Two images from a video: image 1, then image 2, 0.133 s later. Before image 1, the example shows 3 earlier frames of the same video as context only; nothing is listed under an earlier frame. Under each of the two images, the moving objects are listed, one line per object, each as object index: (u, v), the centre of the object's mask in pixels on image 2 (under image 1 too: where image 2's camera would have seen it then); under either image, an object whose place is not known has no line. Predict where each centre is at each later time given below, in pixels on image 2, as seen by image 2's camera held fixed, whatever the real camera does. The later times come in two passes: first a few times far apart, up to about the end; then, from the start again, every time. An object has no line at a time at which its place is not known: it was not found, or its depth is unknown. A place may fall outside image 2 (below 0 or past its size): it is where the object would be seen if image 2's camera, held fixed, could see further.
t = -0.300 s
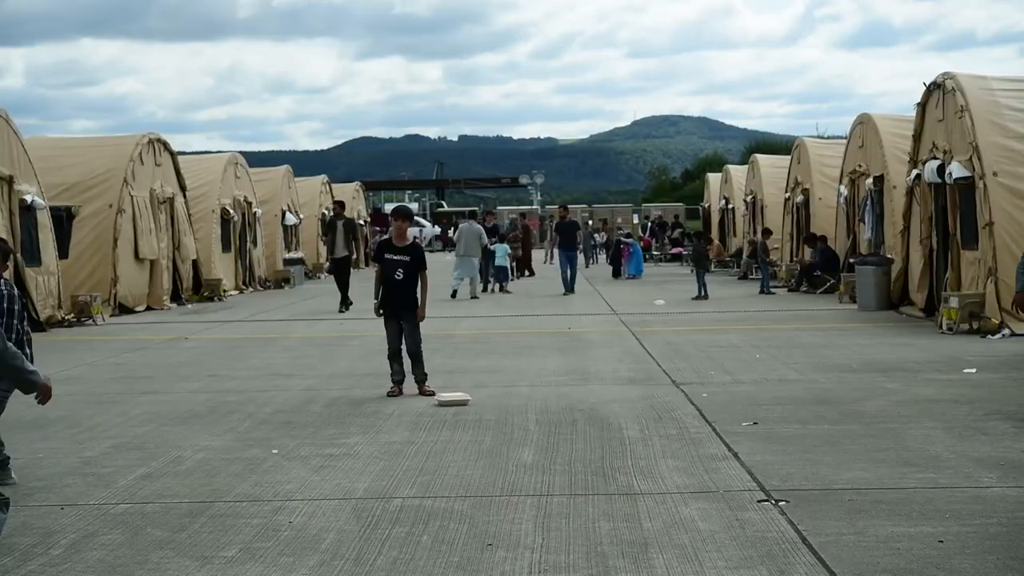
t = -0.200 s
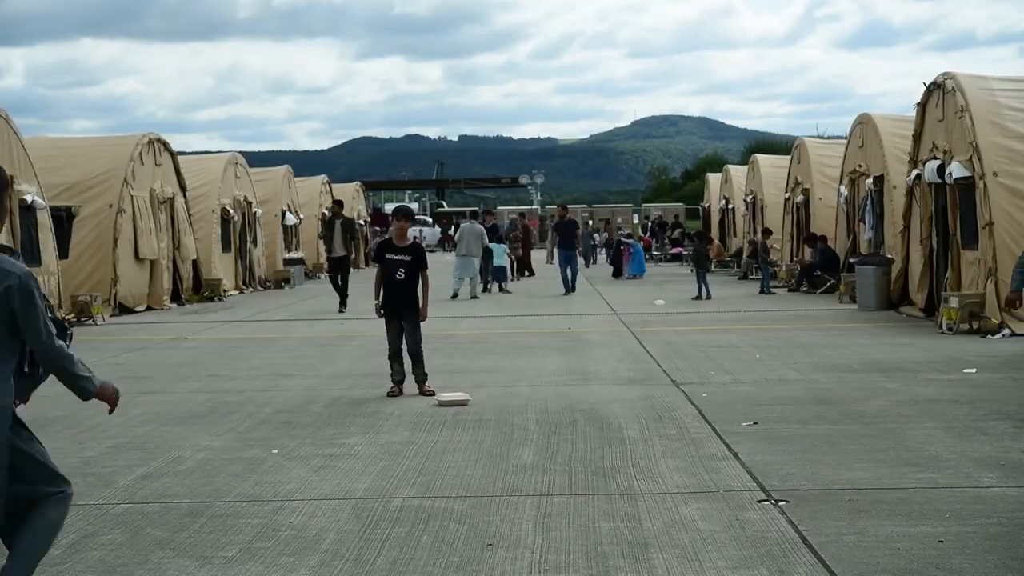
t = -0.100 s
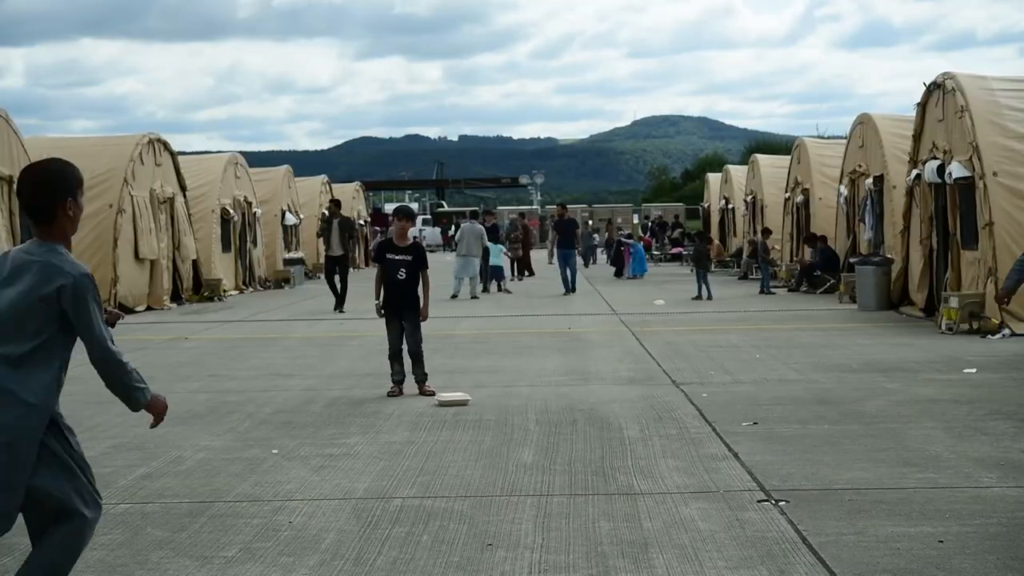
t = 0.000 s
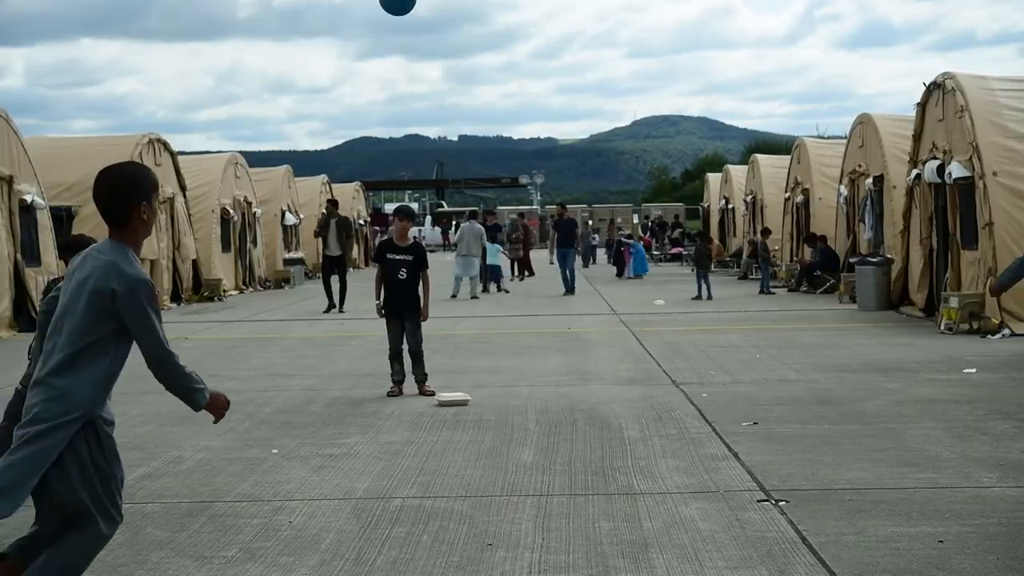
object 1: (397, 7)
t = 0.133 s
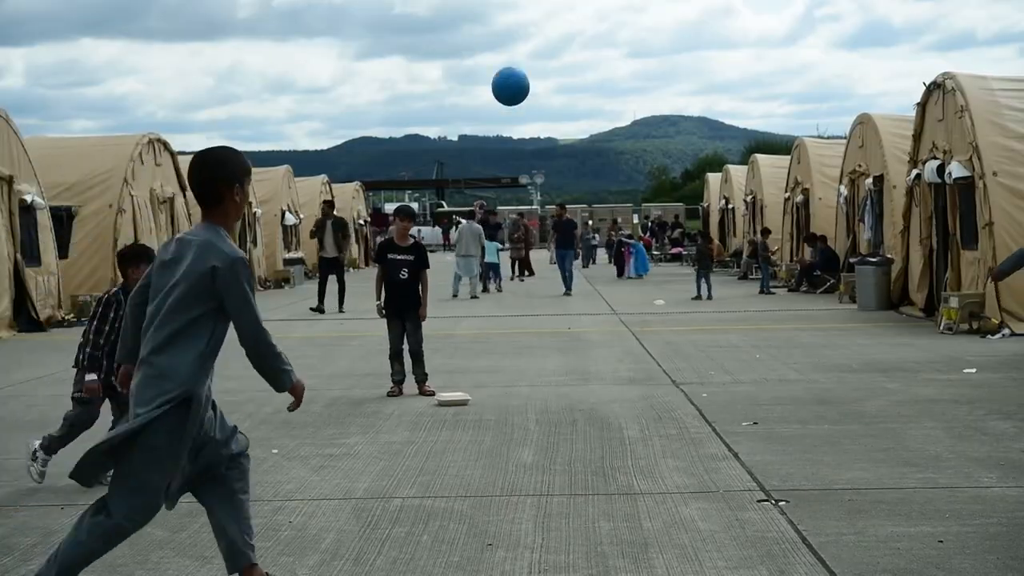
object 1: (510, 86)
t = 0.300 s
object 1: (653, 253)
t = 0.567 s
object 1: (831, 379)
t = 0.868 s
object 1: (955, 212)
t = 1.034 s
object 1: (1017, 200)
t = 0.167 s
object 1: (539, 115)
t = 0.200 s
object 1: (568, 146)
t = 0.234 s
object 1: (596, 179)
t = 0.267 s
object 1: (624, 214)
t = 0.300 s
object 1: (653, 253)
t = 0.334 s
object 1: (681, 293)
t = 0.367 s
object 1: (710, 336)
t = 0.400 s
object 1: (738, 381)
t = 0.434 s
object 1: (767, 430)
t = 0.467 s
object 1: (792, 472)
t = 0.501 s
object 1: (805, 439)
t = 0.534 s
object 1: (818, 408)
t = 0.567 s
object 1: (831, 379)
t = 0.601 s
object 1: (844, 352)
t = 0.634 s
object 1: (857, 327)
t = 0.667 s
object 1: (871, 304)
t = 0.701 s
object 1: (884, 283)
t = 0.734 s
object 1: (897, 264)
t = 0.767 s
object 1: (911, 248)
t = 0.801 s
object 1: (926, 234)
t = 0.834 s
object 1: (940, 221)
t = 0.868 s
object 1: (955, 212)
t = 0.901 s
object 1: (970, 206)
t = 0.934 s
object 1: (984, 201)
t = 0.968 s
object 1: (999, 198)
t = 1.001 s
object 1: (1009, 198)
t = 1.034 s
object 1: (1017, 200)
